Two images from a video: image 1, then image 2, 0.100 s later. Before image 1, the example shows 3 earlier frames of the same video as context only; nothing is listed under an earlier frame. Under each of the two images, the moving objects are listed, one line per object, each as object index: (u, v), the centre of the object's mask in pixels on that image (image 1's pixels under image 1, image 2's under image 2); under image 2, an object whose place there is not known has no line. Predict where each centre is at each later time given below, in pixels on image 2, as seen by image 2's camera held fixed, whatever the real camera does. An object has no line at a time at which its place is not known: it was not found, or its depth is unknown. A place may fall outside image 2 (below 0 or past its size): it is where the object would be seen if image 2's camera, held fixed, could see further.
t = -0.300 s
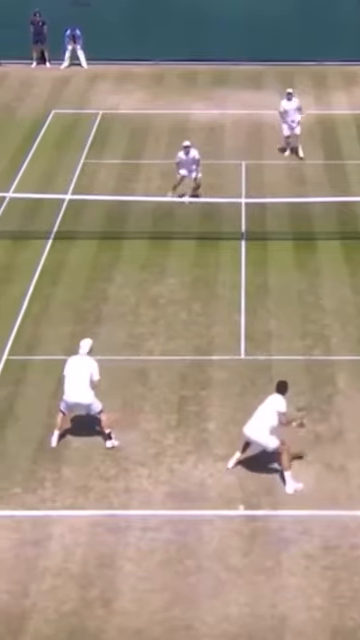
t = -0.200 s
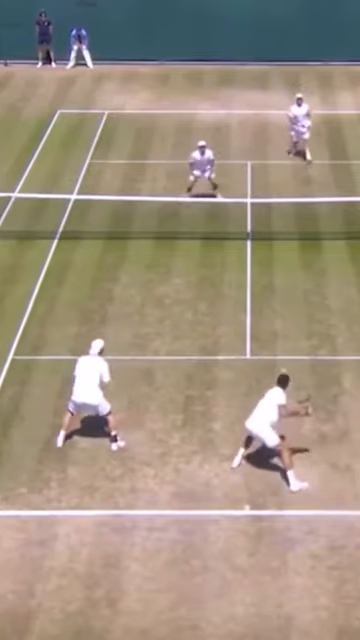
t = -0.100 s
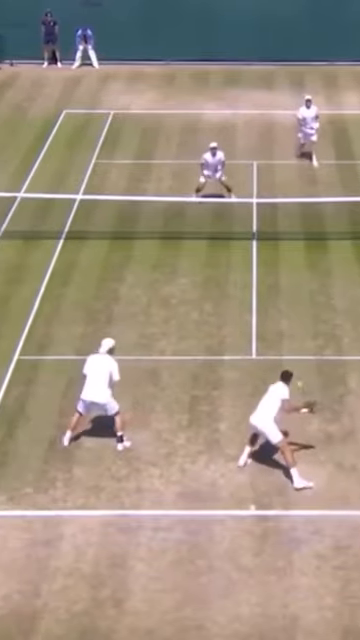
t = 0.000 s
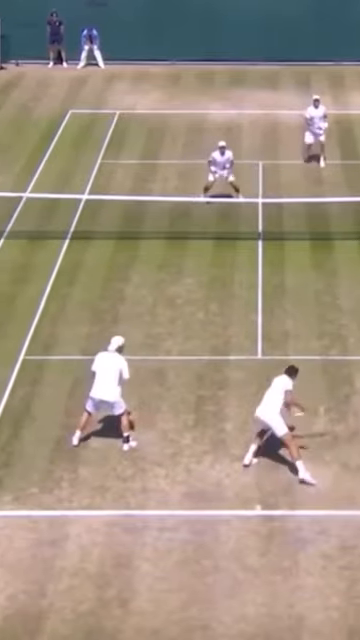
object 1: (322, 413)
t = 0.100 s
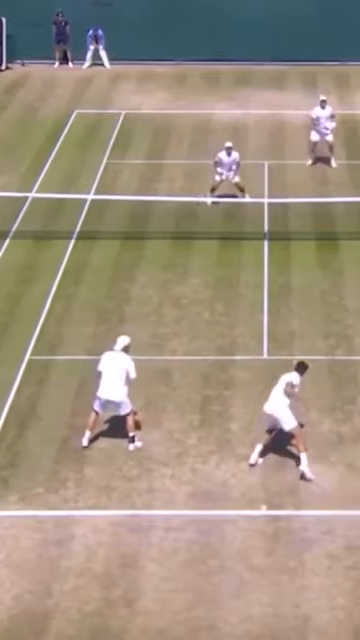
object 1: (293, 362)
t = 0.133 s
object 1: (278, 337)
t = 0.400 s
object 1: (194, 221)
